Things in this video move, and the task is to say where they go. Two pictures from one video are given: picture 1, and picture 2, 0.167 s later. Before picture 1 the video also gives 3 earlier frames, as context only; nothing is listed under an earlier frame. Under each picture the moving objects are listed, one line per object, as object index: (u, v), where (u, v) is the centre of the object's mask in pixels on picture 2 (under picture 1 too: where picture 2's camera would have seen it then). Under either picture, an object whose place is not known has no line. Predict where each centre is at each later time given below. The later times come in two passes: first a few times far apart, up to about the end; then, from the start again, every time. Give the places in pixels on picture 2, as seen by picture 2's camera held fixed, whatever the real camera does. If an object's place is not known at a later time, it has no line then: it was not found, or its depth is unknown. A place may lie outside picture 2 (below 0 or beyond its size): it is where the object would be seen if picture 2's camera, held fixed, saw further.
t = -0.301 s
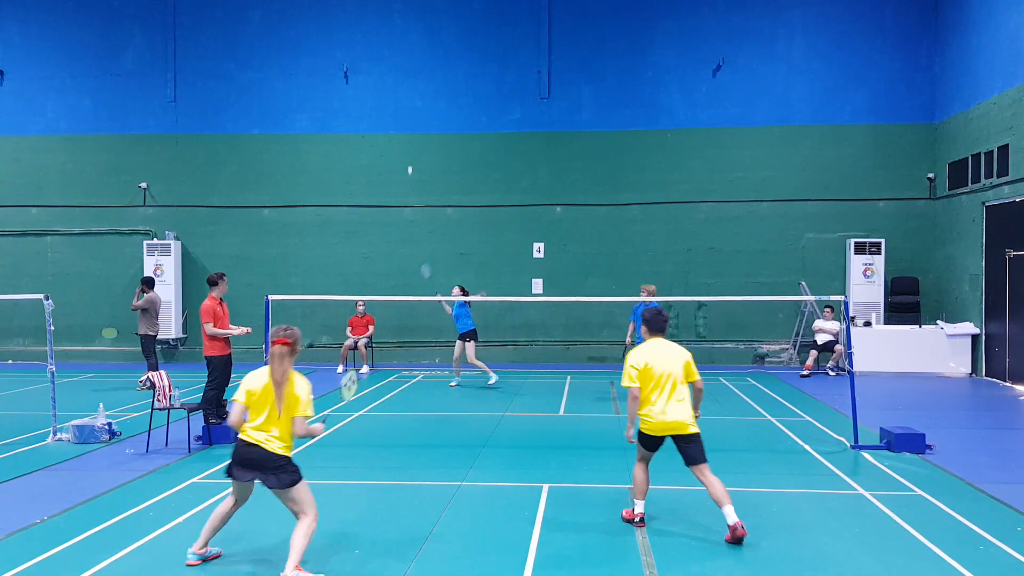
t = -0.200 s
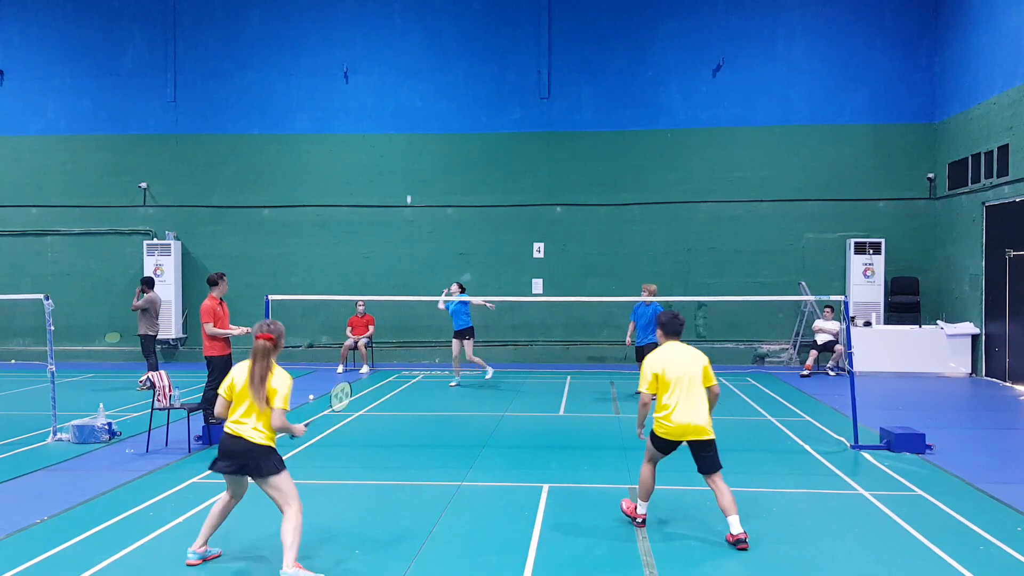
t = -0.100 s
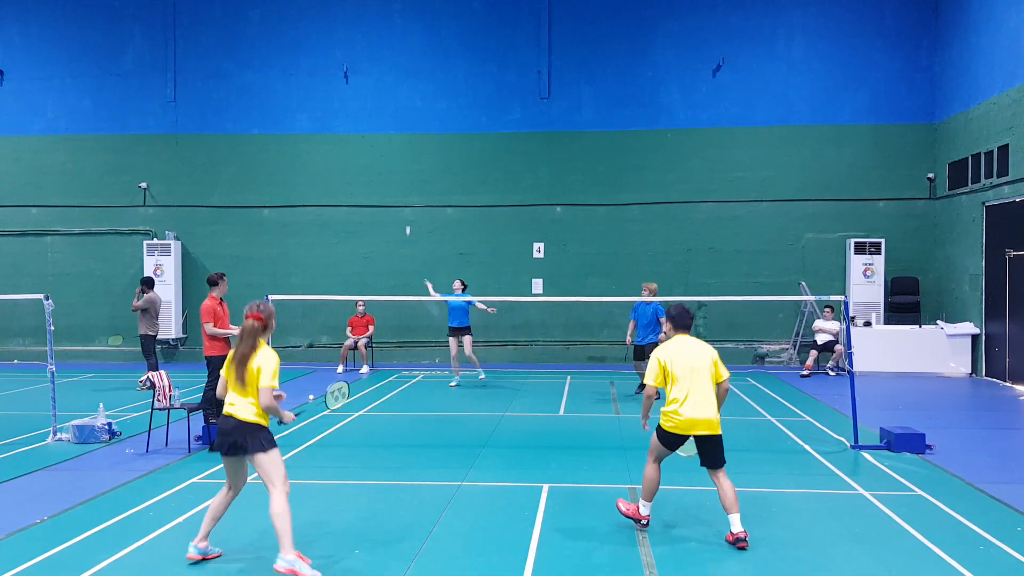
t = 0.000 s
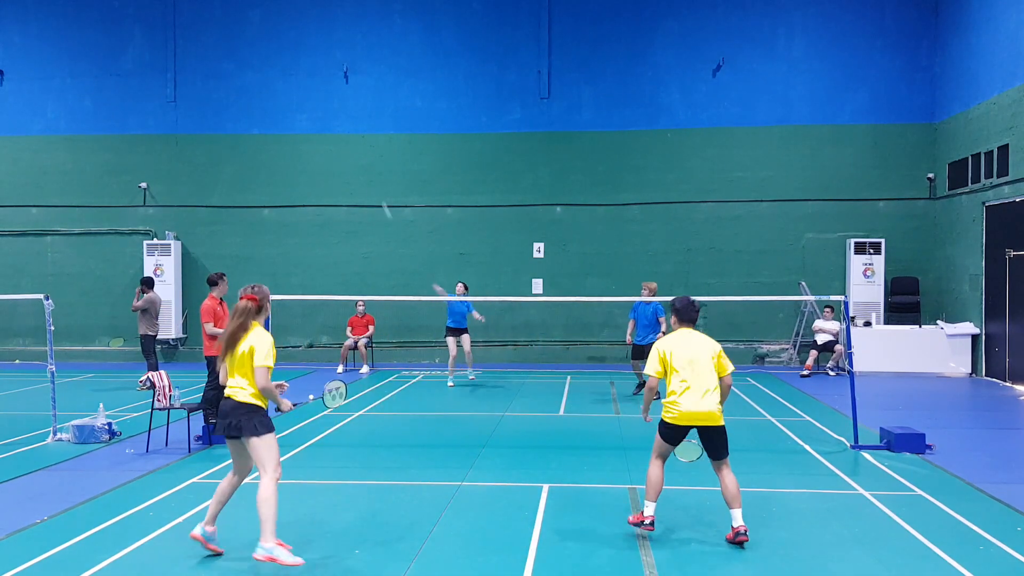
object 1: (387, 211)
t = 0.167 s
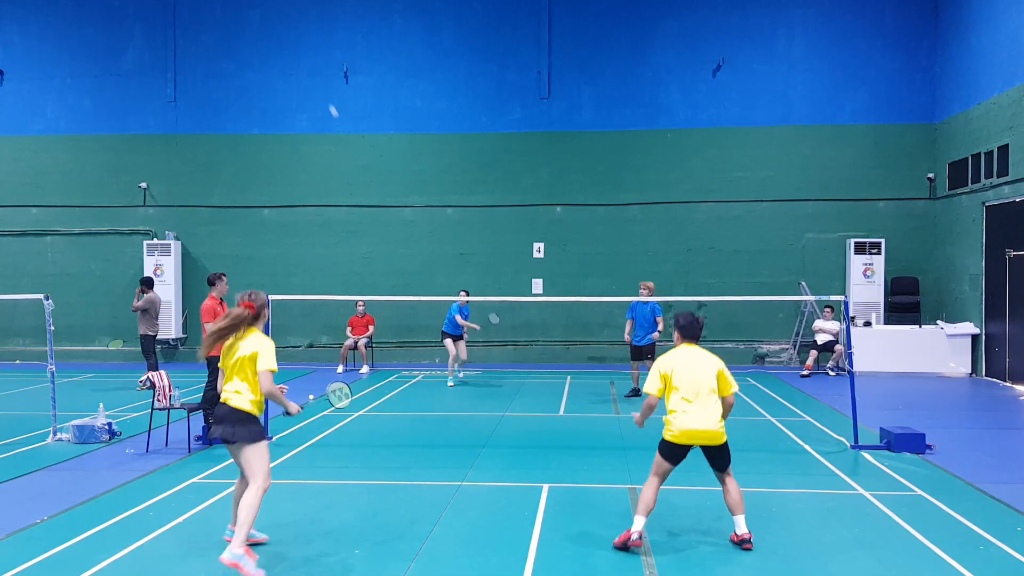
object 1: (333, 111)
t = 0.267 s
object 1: (306, 69)
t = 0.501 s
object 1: (245, 13)
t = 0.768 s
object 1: (173, 25)
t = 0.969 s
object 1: (118, 97)
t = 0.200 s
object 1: (324, 96)
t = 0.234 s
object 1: (315, 82)
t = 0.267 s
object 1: (306, 69)
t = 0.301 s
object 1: (297, 58)
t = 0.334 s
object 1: (288, 47)
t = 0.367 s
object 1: (279, 38)
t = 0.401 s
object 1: (271, 30)
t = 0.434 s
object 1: (262, 23)
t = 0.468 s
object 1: (253, 17)
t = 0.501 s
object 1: (245, 13)
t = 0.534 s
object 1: (236, 10)
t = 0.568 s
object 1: (227, 8)
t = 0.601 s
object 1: (218, 7)
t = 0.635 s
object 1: (209, 8)
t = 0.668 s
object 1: (200, 10)
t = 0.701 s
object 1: (191, 13)
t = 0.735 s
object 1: (182, 18)
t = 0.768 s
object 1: (173, 25)
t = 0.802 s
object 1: (164, 33)
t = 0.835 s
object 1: (154, 42)
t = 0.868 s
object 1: (145, 54)
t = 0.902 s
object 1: (136, 66)
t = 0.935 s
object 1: (127, 81)
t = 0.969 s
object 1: (118, 97)
